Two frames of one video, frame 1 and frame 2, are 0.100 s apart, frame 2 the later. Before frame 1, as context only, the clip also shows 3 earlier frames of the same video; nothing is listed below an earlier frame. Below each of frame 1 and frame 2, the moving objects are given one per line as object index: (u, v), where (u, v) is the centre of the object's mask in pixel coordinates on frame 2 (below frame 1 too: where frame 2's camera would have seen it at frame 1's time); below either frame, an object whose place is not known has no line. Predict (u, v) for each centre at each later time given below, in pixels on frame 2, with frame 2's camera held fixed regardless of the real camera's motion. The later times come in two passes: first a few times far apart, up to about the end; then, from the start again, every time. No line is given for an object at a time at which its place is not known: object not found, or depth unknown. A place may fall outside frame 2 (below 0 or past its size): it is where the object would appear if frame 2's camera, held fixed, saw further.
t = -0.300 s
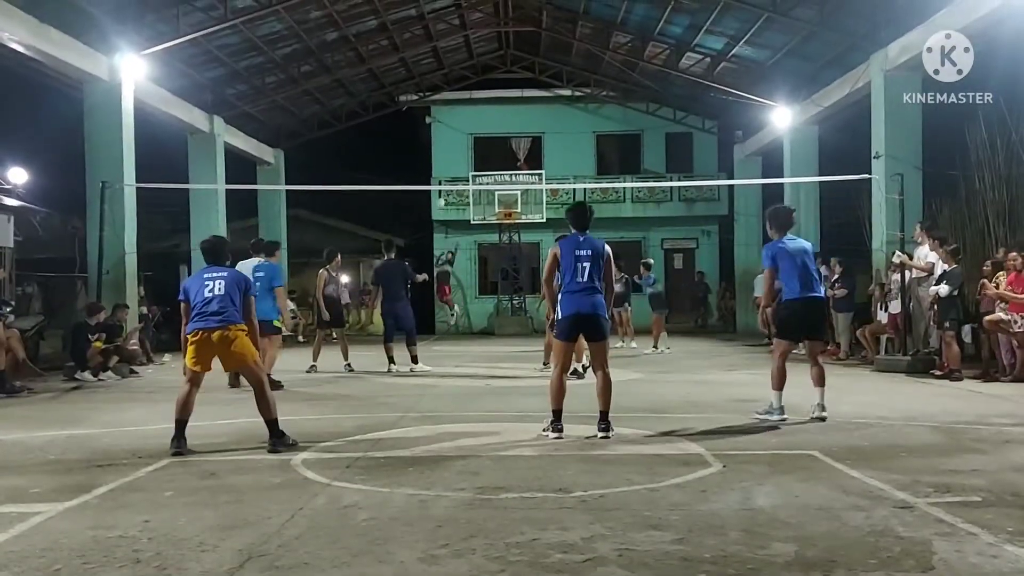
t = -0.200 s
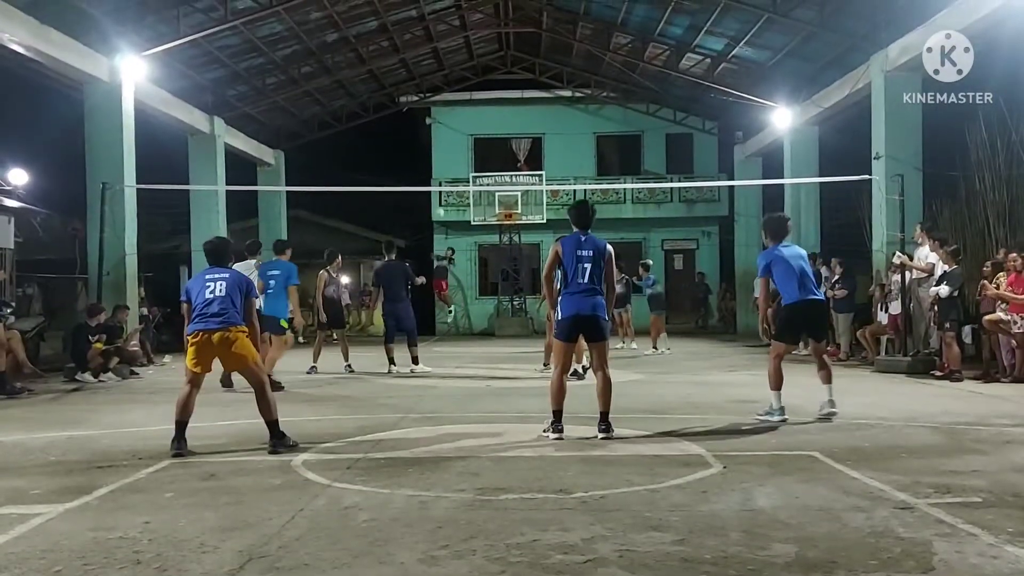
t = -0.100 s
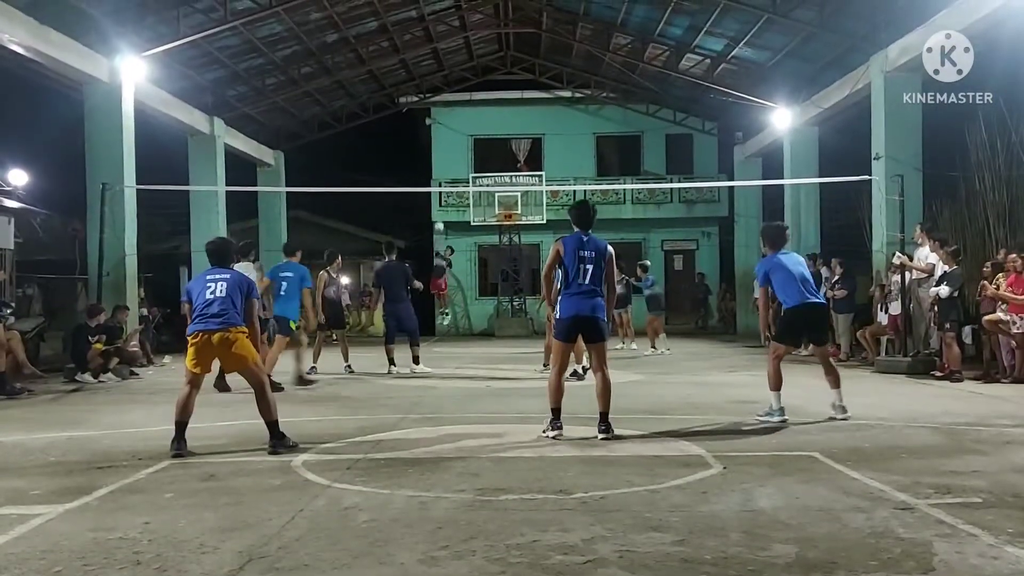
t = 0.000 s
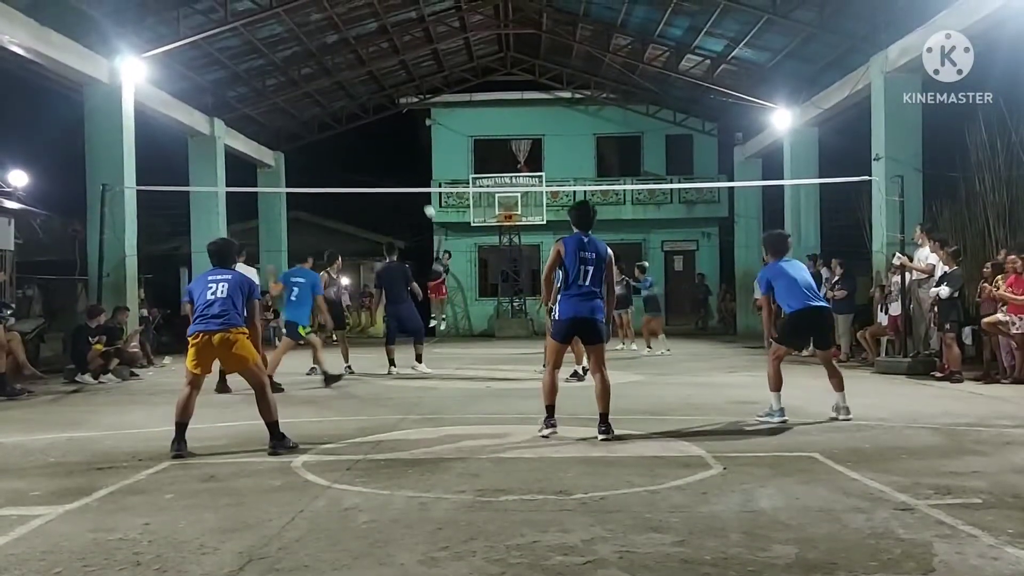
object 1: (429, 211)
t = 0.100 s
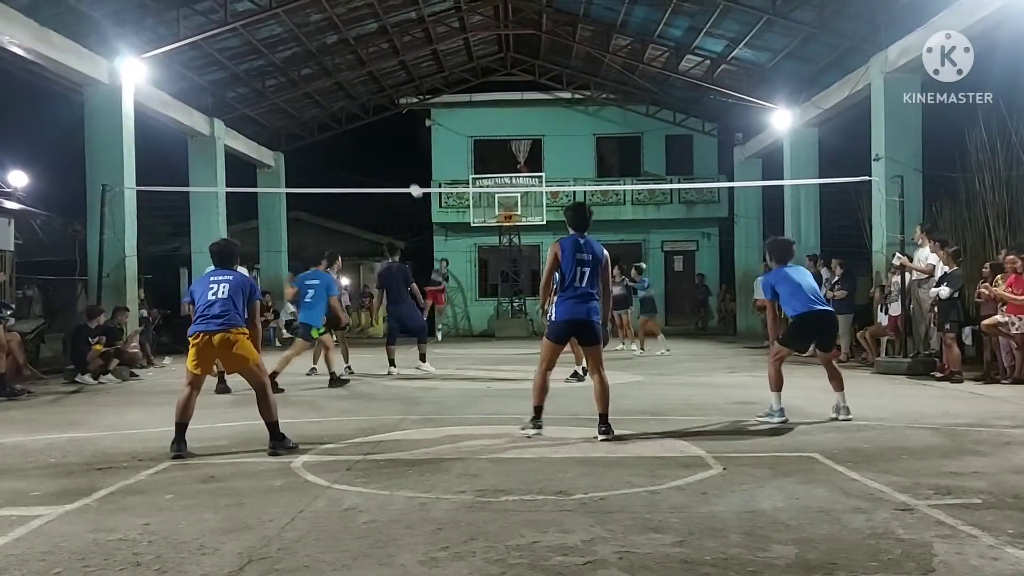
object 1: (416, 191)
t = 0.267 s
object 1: (386, 160)
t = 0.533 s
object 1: (318, 129)
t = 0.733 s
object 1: (239, 129)
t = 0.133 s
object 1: (410, 183)
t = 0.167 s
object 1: (405, 178)
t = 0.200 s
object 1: (399, 171)
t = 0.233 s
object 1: (393, 166)
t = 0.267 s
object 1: (386, 160)
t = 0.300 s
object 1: (379, 155)
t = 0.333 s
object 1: (372, 150)
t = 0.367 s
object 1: (364, 145)
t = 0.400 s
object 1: (356, 141)
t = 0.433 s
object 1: (347, 137)
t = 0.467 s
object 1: (338, 134)
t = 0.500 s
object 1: (328, 131)
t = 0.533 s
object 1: (318, 129)
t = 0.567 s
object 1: (306, 127)
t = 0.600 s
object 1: (295, 127)
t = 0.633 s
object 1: (282, 126)
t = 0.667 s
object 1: (268, 127)
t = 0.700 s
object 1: (254, 128)
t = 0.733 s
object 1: (239, 129)
